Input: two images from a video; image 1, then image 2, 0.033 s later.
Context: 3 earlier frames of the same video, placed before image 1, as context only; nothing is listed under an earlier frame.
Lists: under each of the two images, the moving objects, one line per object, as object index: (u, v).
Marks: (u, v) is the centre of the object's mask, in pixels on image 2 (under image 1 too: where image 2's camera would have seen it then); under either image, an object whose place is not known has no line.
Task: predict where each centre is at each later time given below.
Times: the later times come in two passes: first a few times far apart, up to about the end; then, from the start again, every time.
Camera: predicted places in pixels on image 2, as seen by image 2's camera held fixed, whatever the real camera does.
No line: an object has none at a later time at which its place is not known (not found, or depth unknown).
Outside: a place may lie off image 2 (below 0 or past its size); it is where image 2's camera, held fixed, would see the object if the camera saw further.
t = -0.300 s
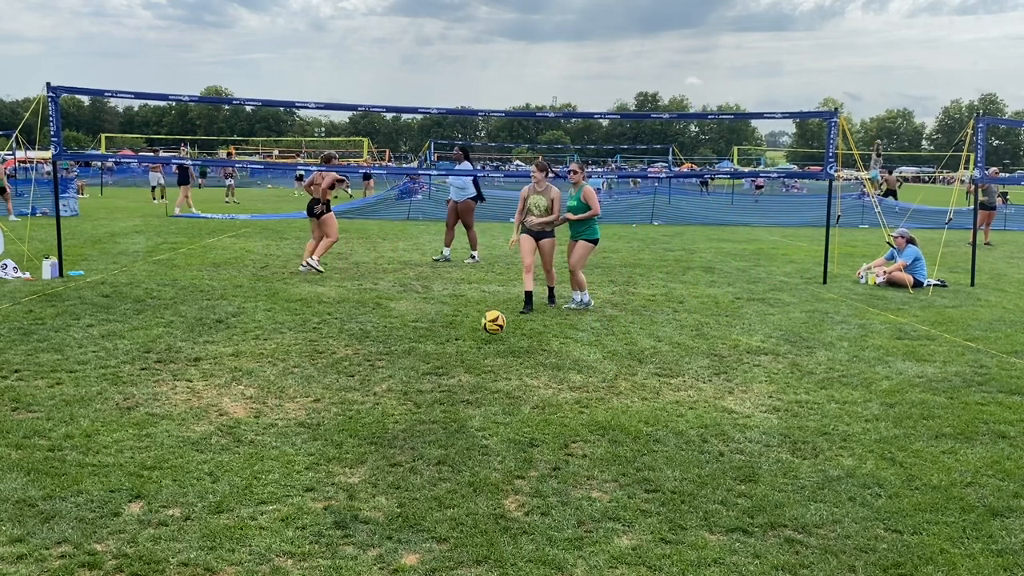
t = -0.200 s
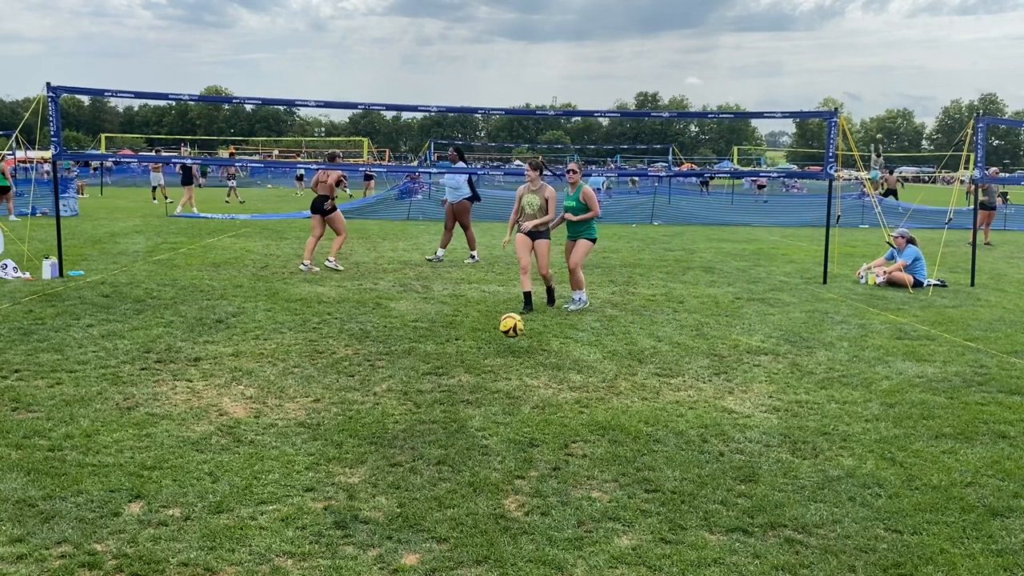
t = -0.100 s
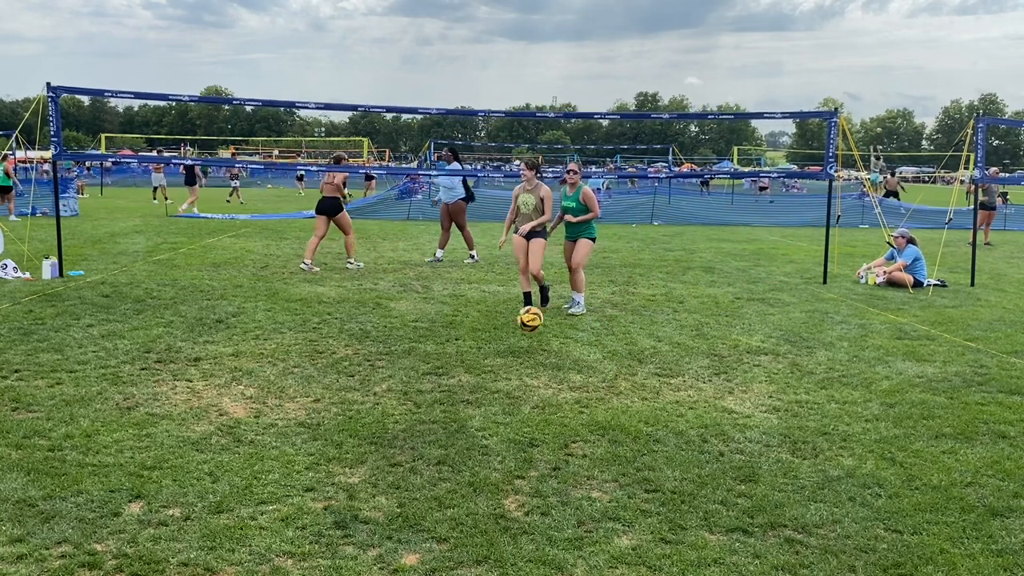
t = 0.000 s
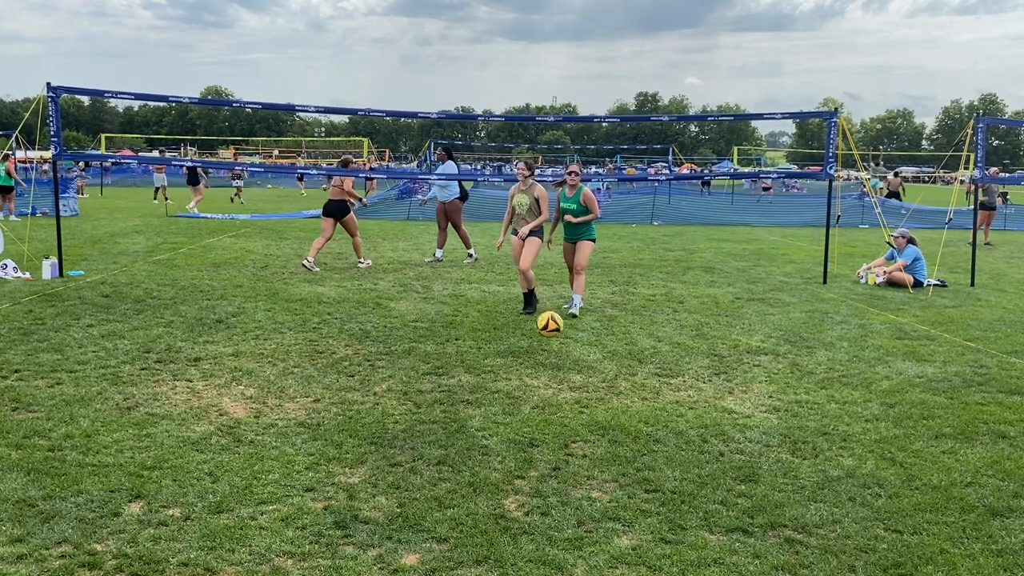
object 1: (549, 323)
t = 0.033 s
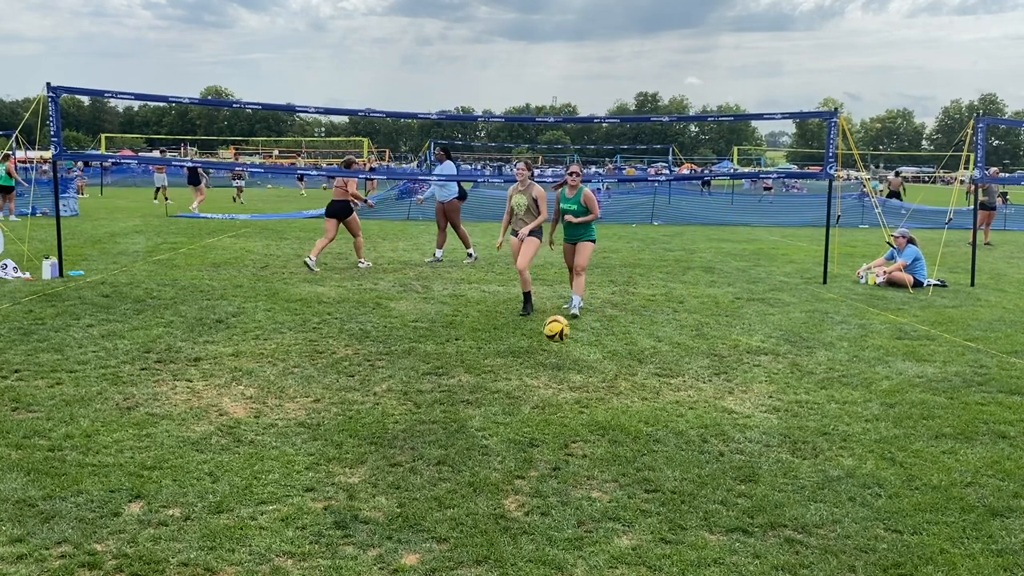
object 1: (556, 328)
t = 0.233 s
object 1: (600, 355)
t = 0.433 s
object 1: (648, 372)
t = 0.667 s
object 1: (713, 398)
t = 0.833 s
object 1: (765, 414)
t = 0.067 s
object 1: (563, 334)
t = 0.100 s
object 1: (569, 341)
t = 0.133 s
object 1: (577, 351)
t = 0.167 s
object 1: (584, 360)
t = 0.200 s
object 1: (591, 357)
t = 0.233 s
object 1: (600, 355)
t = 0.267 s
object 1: (607, 354)
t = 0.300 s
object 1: (615, 354)
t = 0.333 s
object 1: (623, 356)
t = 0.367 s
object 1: (631, 360)
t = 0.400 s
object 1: (639, 366)
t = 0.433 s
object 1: (648, 372)
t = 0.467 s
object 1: (657, 381)
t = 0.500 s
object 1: (665, 382)
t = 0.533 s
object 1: (675, 384)
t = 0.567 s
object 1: (684, 386)
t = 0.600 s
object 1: (693, 390)
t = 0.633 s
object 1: (704, 395)
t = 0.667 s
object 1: (713, 398)
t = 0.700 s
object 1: (723, 400)
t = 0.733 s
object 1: (733, 403)
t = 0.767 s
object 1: (744, 407)
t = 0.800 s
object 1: (754, 410)
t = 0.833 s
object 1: (765, 414)
